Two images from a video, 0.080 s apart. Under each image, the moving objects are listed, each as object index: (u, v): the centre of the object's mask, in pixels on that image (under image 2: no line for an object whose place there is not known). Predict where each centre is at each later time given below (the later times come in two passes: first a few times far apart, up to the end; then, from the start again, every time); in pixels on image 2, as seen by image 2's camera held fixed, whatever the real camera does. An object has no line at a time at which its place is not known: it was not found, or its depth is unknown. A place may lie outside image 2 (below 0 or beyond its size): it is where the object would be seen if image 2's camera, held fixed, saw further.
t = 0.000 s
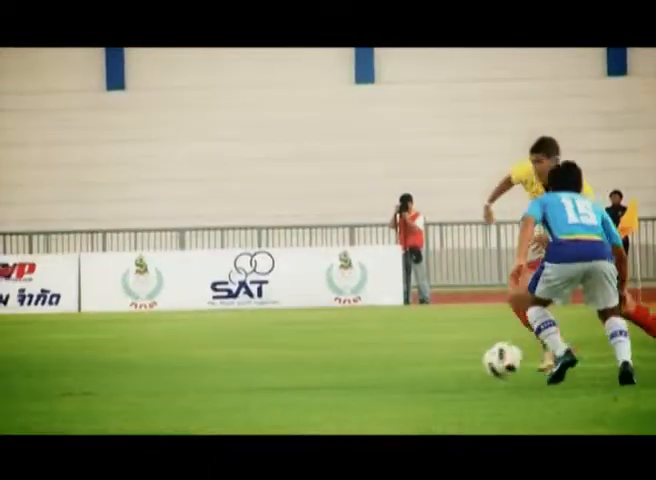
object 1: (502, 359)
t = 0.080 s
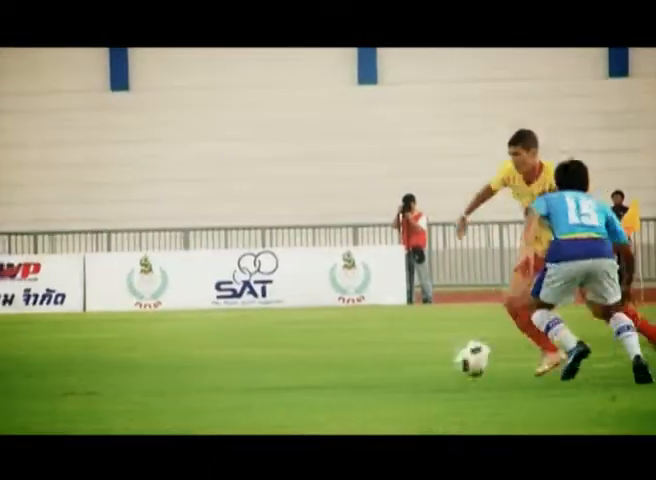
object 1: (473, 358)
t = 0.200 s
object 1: (423, 362)
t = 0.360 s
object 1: (360, 363)
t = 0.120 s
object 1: (456, 358)
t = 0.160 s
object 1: (439, 360)
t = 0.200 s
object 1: (423, 362)
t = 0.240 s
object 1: (406, 364)
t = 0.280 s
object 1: (389, 364)
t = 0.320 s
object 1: (374, 365)
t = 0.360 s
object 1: (360, 363)
